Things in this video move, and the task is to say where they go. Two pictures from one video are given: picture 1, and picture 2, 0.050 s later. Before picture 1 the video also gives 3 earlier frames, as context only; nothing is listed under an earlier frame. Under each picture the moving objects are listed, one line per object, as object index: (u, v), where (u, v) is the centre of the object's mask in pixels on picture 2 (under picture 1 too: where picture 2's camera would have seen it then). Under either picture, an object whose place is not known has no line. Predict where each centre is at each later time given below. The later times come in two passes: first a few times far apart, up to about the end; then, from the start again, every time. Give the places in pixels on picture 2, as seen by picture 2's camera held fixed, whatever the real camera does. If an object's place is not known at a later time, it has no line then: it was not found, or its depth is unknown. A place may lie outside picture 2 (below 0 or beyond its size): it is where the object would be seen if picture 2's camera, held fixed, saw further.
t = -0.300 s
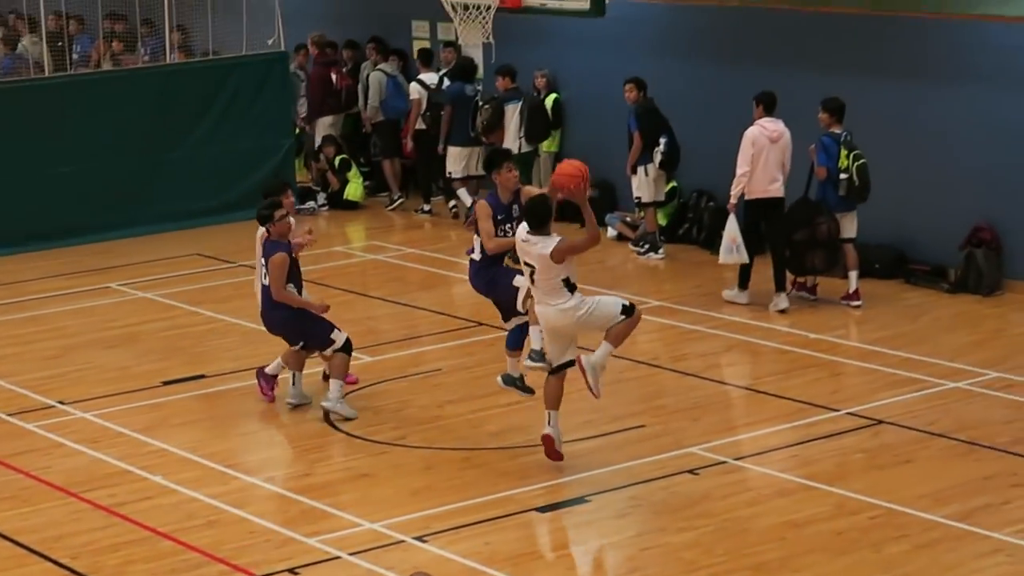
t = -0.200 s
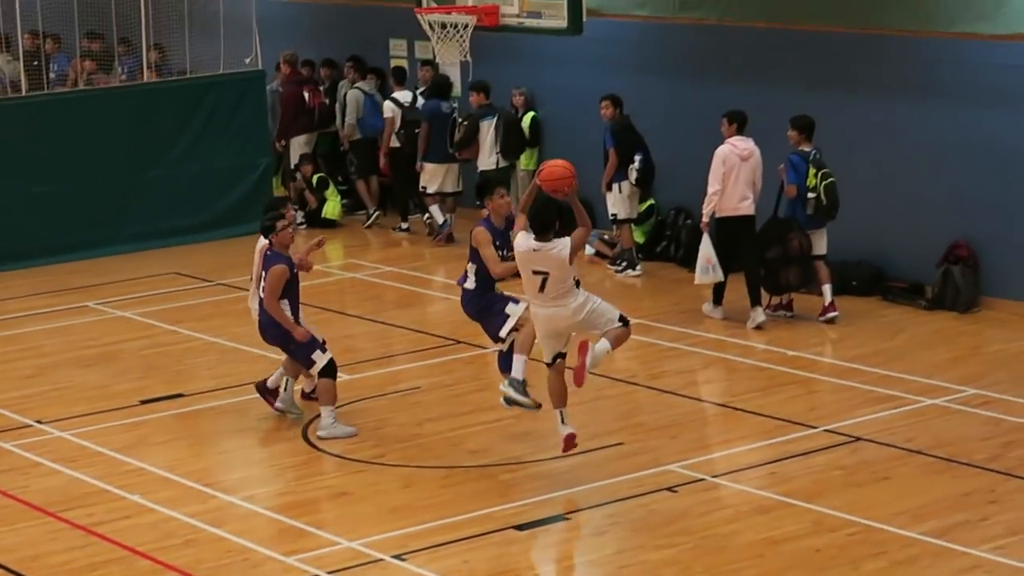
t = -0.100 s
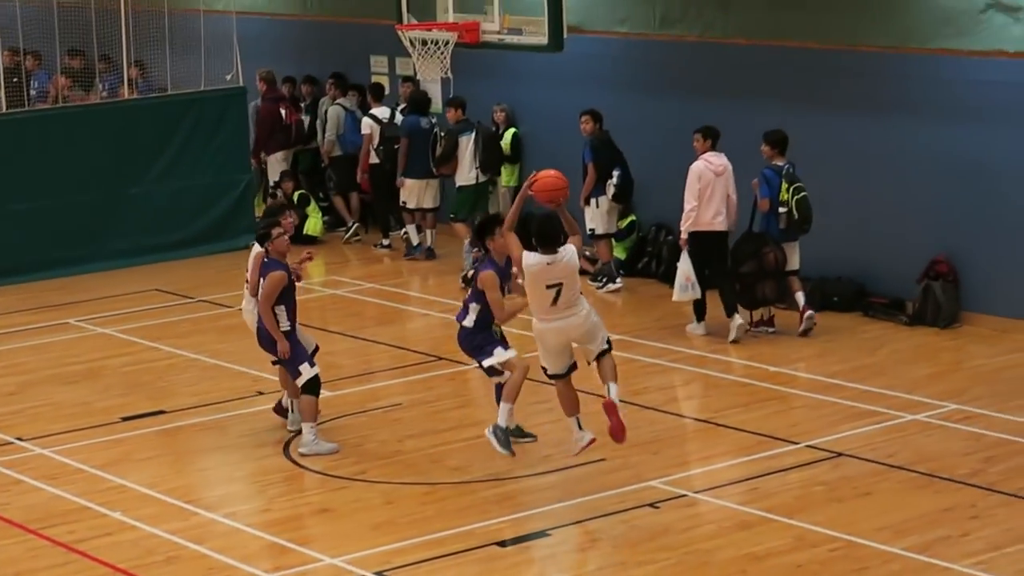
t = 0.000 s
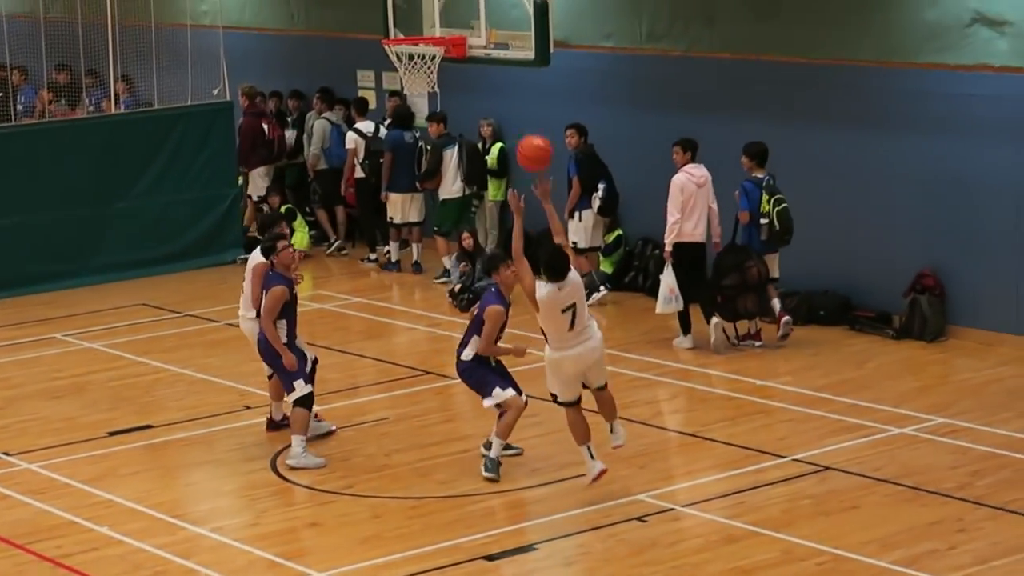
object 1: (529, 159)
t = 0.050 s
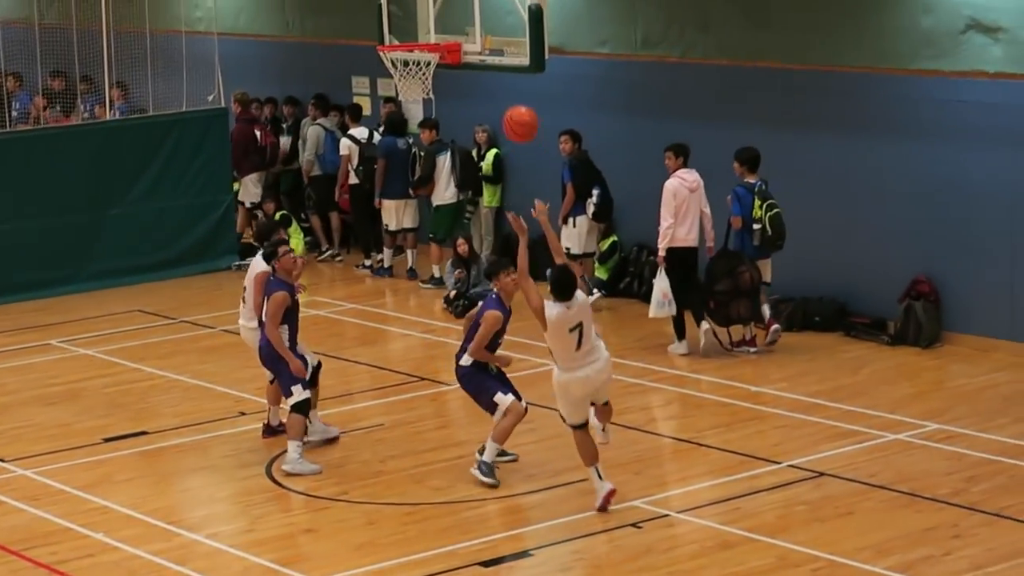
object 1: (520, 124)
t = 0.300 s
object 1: (481, 9)
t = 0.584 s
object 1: (417, 2)
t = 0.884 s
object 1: (367, 3)
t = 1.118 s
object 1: (350, 35)
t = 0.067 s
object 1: (518, 112)
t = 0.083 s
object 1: (515, 102)
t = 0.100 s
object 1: (512, 92)
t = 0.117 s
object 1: (509, 83)
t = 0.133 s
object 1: (506, 75)
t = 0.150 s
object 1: (504, 66)
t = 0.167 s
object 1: (501, 58)
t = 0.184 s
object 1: (499, 50)
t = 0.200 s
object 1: (496, 42)
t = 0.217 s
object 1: (493, 36)
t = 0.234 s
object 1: (491, 30)
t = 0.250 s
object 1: (489, 24)
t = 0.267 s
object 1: (486, 18)
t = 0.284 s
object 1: (484, 14)
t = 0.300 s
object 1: (481, 9)
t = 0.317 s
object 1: (479, 5)
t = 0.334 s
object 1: (476, 1)
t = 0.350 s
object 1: (475, -2)
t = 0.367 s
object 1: (472, -5)
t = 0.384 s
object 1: (469, -7)
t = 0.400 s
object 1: (468, -9)
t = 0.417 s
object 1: (465, -11)
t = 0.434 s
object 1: (463, -12)
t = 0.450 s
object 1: (459, -12)
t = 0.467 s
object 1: (453, -12)
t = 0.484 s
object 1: (448, -11)
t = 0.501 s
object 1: (443, -10)
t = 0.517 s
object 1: (438, -8)
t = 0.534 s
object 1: (433, -6)
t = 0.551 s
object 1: (427, -4)
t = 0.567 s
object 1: (422, -1)
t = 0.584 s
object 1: (417, 2)
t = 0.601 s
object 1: (411, 5)
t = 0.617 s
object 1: (407, 9)
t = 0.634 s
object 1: (402, 13)
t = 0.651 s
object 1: (398, 18)
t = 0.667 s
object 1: (392, 23)
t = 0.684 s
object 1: (387, 28)
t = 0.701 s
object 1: (385, 30)
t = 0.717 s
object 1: (383, 26)
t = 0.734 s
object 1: (381, 22)
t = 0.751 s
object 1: (380, 18)
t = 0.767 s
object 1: (378, 15)
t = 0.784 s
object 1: (377, 12)
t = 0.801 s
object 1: (375, 10)
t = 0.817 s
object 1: (374, 8)
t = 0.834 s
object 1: (372, 6)
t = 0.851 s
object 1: (371, 5)
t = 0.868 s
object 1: (369, 4)
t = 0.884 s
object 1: (367, 3)
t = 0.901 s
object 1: (366, 3)
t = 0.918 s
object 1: (365, 3)
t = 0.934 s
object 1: (363, 4)
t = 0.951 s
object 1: (362, 5)
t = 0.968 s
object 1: (361, 6)
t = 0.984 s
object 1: (360, 8)
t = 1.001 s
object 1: (358, 10)
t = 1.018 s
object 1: (357, 12)
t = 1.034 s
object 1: (356, 15)
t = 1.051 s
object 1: (355, 19)
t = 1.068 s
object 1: (354, 22)
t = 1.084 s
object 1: (353, 26)
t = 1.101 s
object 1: (352, 30)
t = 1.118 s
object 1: (350, 35)
